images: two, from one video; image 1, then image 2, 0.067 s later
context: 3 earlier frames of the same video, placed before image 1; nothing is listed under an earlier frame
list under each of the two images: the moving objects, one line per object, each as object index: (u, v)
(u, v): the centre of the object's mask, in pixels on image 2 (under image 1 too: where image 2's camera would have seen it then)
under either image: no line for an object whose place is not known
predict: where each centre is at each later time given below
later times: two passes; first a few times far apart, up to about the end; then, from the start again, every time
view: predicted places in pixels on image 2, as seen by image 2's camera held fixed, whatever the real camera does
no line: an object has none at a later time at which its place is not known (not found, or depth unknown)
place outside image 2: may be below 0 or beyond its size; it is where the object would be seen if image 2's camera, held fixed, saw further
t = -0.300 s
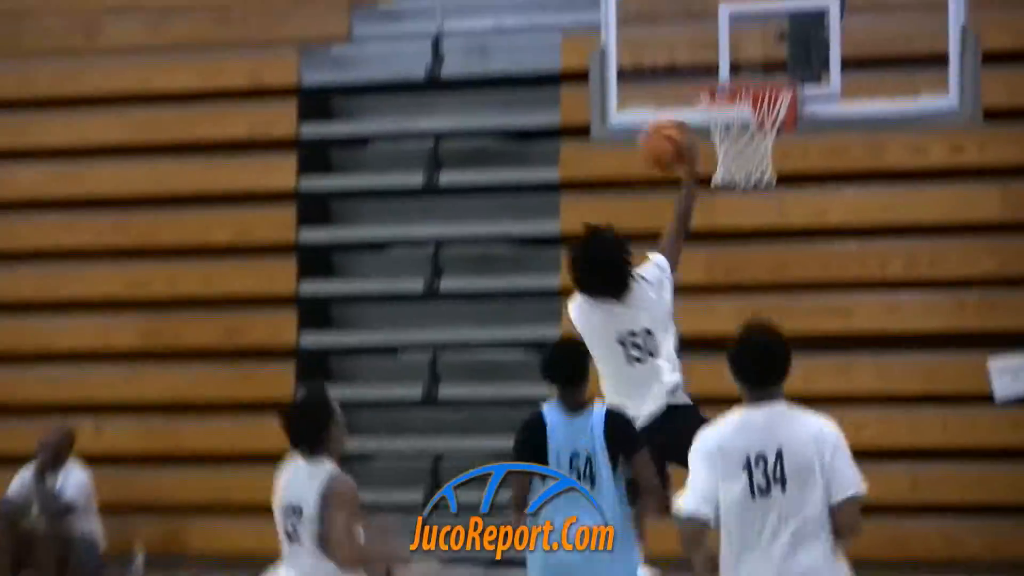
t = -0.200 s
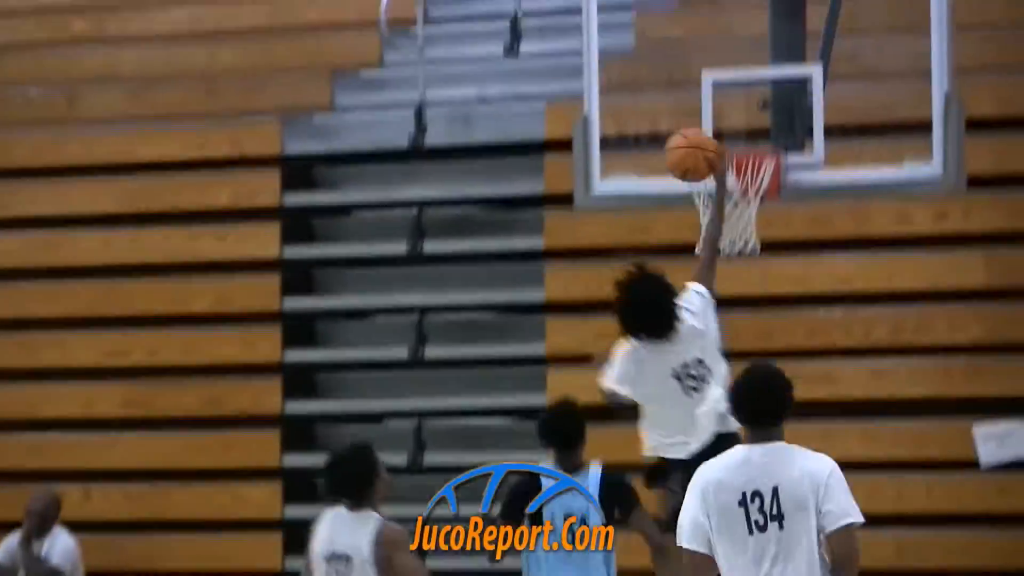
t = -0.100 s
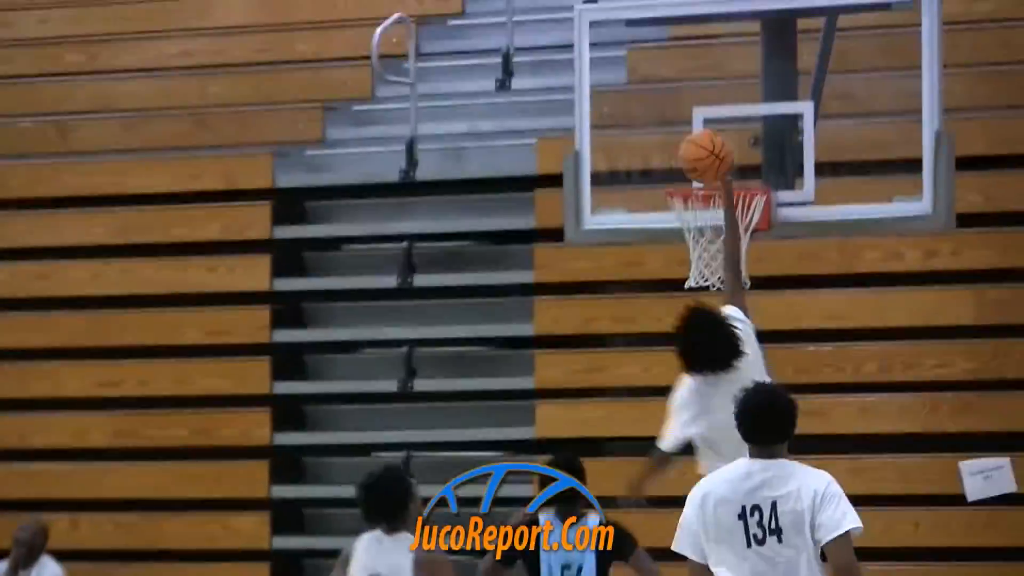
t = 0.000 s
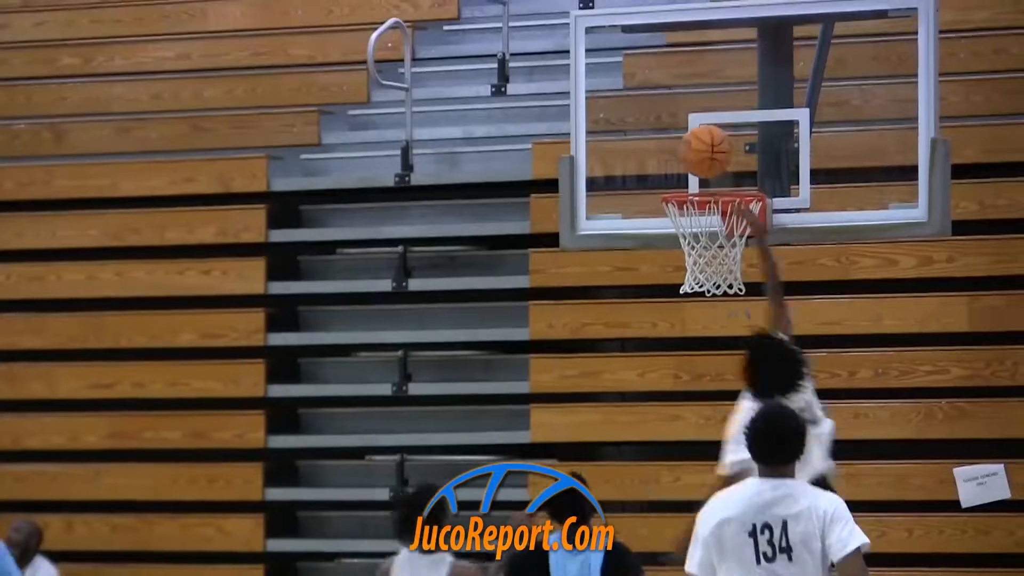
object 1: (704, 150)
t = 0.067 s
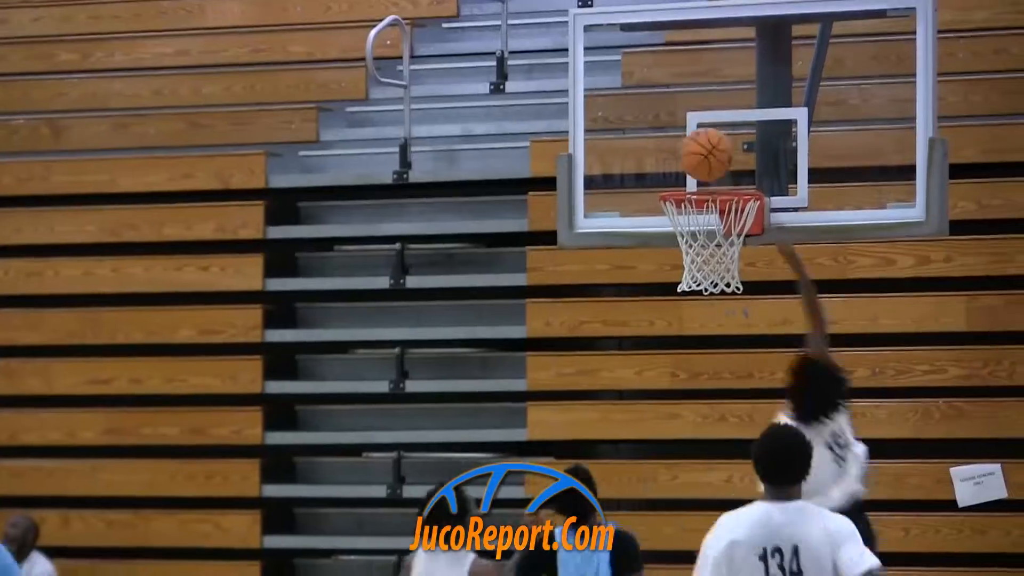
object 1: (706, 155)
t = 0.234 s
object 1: (723, 165)
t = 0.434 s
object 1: (727, 194)
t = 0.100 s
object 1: (707, 161)
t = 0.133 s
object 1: (709, 165)
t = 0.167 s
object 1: (713, 163)
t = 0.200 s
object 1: (717, 163)
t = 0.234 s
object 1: (723, 165)
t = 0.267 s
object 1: (727, 168)
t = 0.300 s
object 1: (731, 173)
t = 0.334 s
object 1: (732, 178)
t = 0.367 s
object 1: (733, 183)
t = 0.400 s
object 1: (732, 187)
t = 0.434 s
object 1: (727, 194)
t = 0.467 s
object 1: (724, 206)
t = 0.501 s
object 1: (725, 212)
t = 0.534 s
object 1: (712, 219)
